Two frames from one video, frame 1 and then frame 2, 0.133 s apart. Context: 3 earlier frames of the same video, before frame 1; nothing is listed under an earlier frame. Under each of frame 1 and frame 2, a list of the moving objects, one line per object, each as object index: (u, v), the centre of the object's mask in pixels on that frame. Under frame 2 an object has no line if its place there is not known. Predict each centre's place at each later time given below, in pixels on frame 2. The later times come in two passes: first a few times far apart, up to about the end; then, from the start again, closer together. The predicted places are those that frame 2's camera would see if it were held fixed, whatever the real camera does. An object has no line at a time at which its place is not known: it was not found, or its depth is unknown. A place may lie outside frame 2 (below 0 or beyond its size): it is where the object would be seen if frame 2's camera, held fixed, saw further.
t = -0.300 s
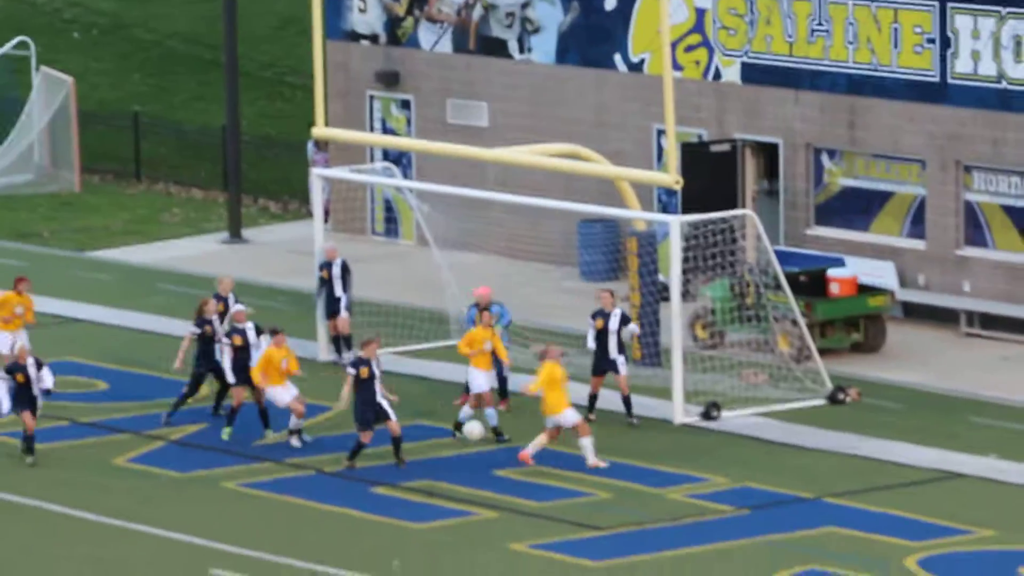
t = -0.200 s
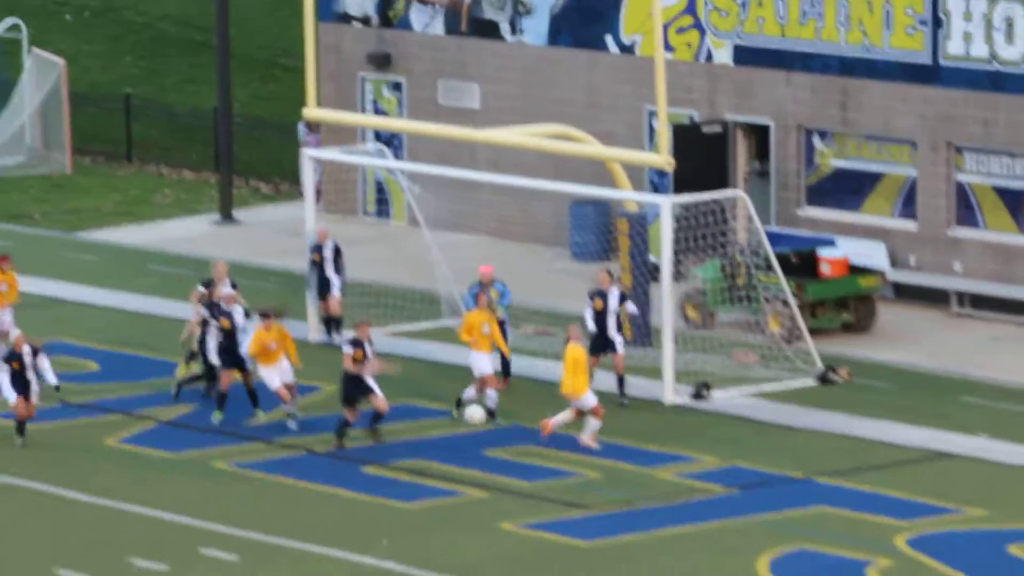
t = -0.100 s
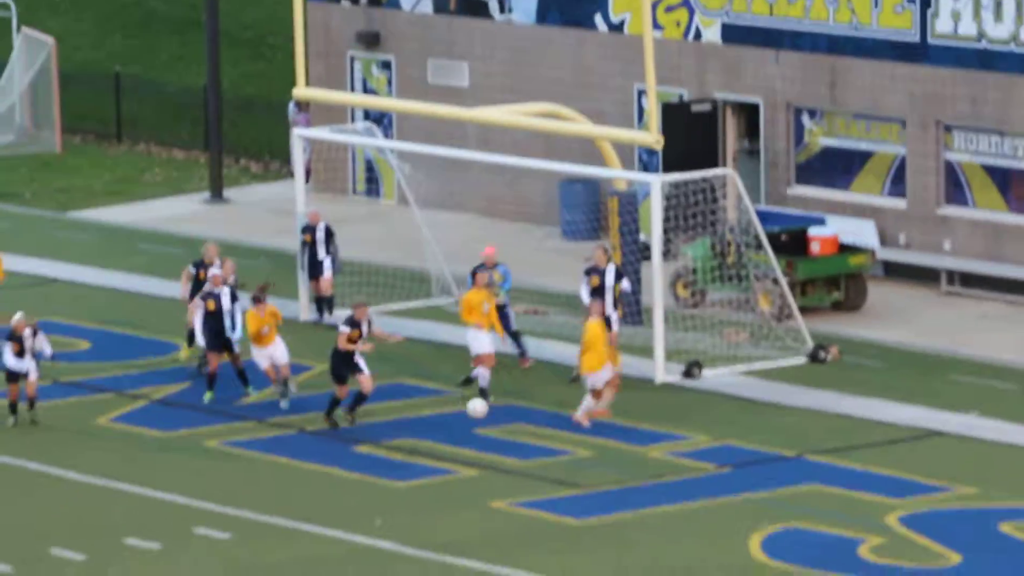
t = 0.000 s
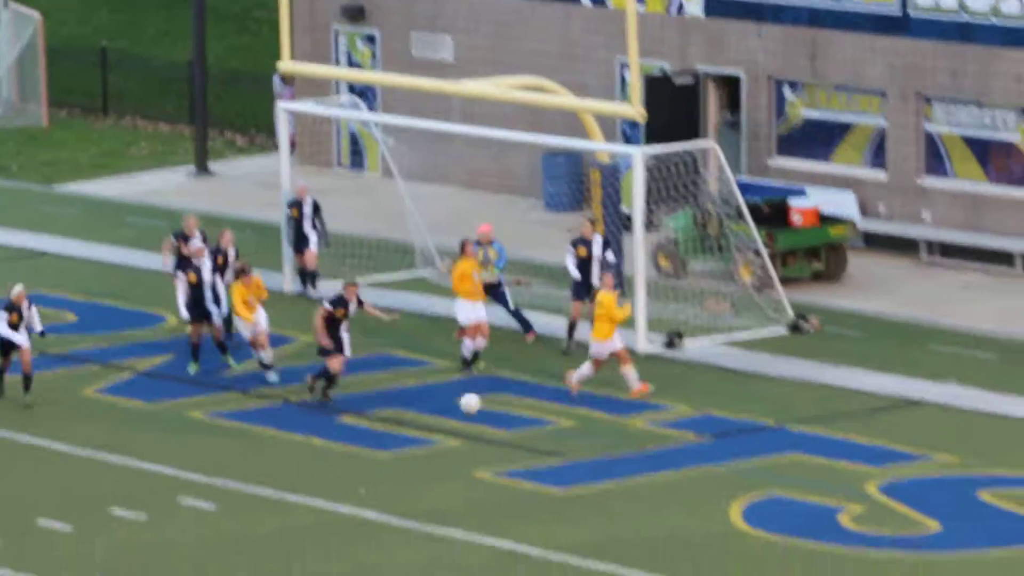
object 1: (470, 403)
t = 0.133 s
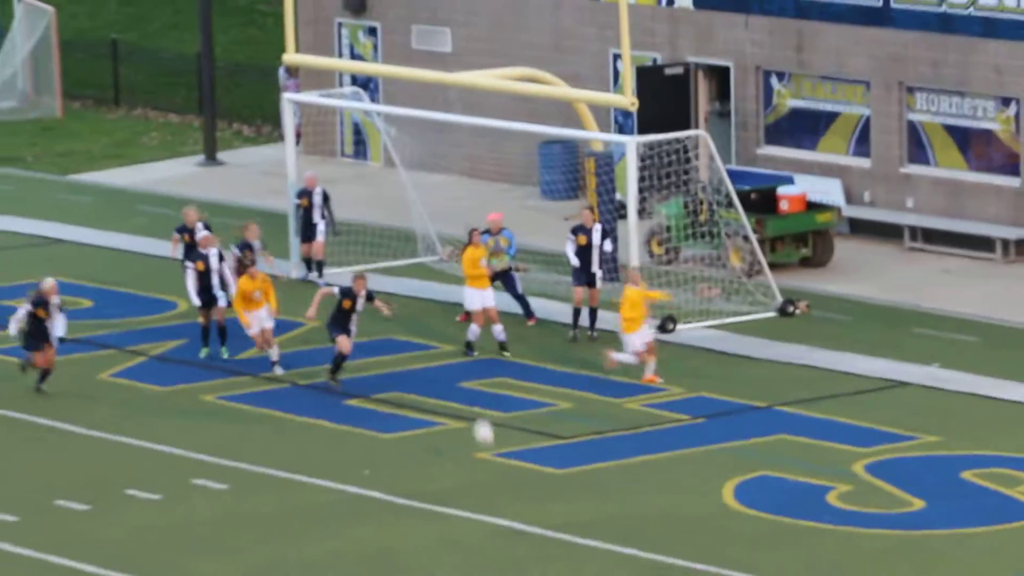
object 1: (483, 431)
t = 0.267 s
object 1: (495, 469)
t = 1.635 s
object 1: (573, 611)
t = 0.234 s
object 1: (491, 472)
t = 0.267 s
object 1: (495, 469)
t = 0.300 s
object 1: (498, 464)
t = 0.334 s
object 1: (501, 462)
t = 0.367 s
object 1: (503, 460)
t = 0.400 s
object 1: (504, 460)
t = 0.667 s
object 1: (526, 499)
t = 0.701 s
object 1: (528, 508)
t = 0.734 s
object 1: (530, 518)
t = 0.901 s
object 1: (539, 522)
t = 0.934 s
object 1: (542, 523)
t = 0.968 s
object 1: (544, 525)
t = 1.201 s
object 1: (556, 570)
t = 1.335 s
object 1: (560, 578)
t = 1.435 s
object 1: (565, 587)
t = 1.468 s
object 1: (566, 593)
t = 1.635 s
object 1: (573, 611)
